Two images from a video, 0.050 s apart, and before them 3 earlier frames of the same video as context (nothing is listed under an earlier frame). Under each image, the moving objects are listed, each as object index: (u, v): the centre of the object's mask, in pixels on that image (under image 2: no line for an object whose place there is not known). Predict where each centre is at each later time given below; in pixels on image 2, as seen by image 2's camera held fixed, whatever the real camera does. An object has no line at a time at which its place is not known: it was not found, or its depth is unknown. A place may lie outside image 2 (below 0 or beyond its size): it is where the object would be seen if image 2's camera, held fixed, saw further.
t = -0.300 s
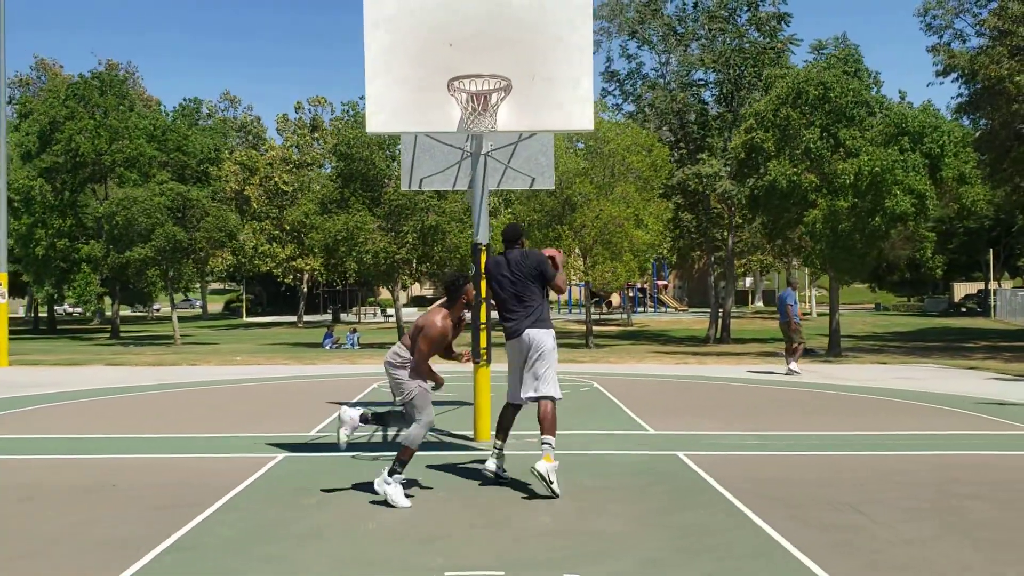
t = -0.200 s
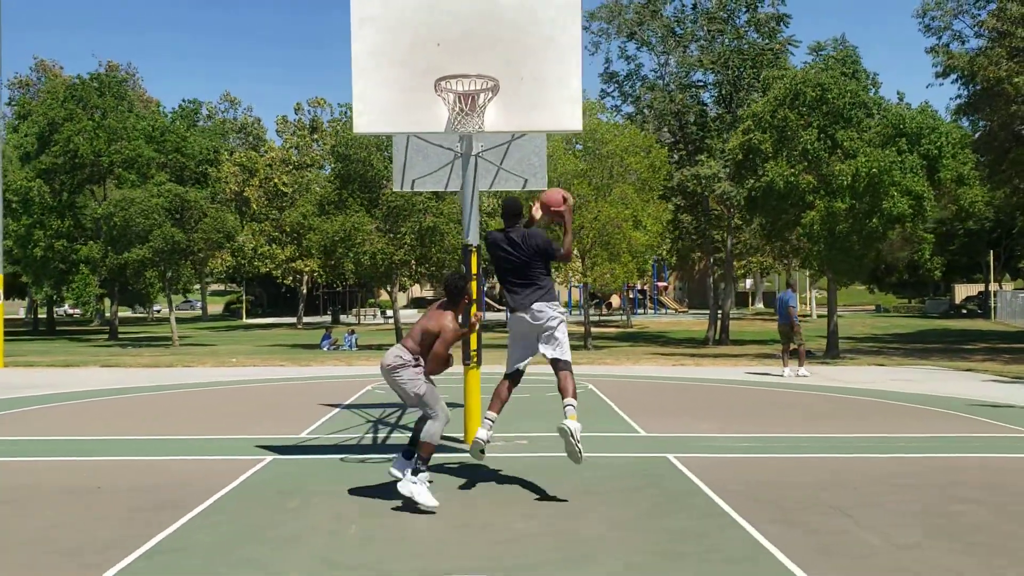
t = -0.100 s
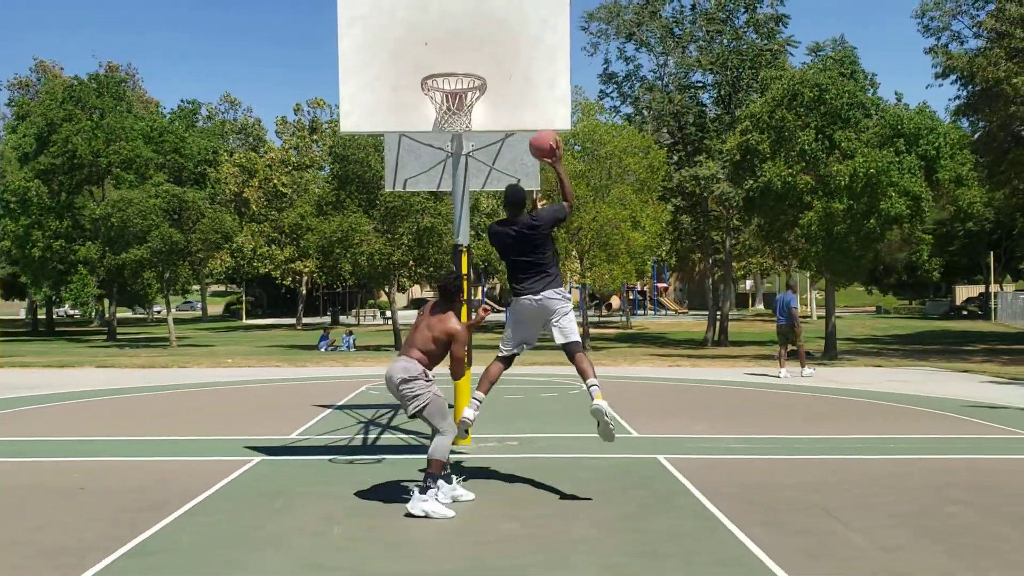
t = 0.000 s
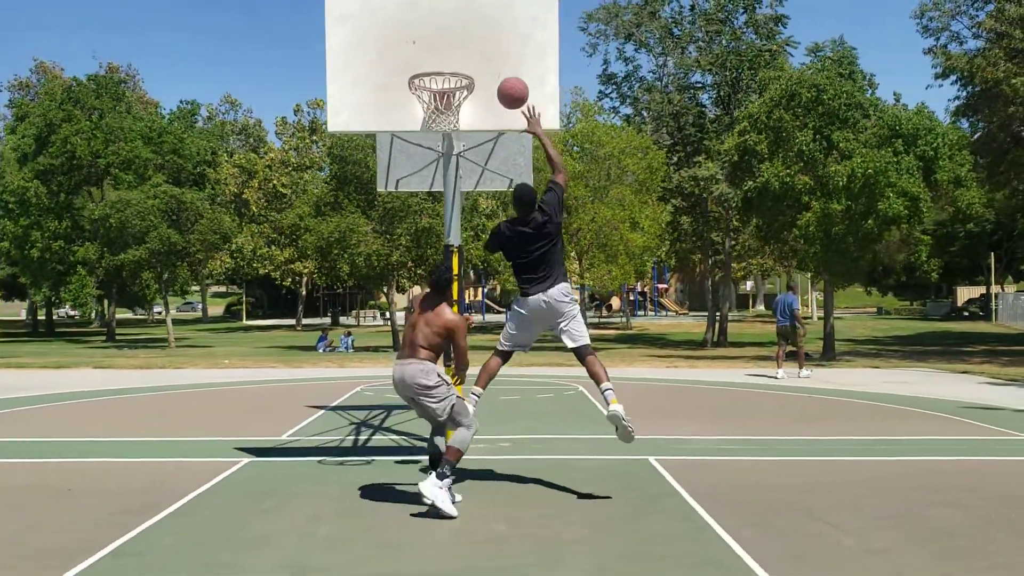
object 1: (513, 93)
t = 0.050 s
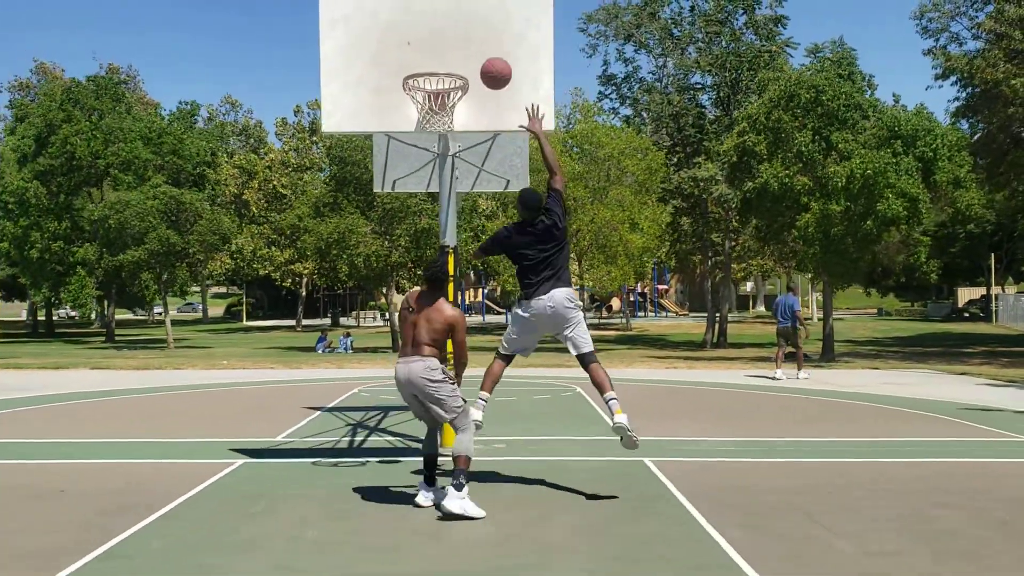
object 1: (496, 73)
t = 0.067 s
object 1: (492, 67)
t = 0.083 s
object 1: (487, 62)
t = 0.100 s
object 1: (483, 57)
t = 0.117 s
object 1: (479, 52)
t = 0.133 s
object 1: (475, 47)
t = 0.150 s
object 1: (471, 43)
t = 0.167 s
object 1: (466, 40)
